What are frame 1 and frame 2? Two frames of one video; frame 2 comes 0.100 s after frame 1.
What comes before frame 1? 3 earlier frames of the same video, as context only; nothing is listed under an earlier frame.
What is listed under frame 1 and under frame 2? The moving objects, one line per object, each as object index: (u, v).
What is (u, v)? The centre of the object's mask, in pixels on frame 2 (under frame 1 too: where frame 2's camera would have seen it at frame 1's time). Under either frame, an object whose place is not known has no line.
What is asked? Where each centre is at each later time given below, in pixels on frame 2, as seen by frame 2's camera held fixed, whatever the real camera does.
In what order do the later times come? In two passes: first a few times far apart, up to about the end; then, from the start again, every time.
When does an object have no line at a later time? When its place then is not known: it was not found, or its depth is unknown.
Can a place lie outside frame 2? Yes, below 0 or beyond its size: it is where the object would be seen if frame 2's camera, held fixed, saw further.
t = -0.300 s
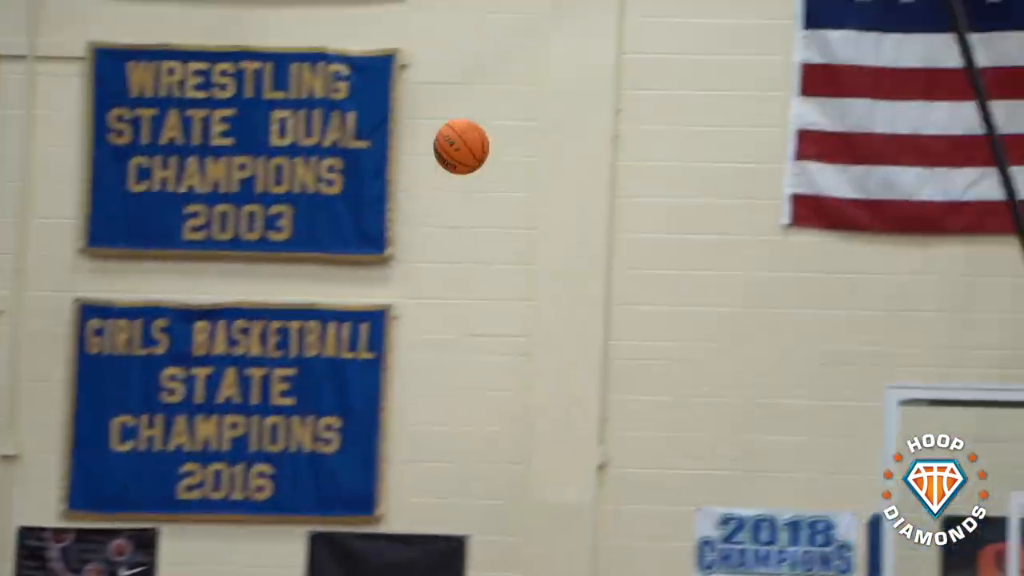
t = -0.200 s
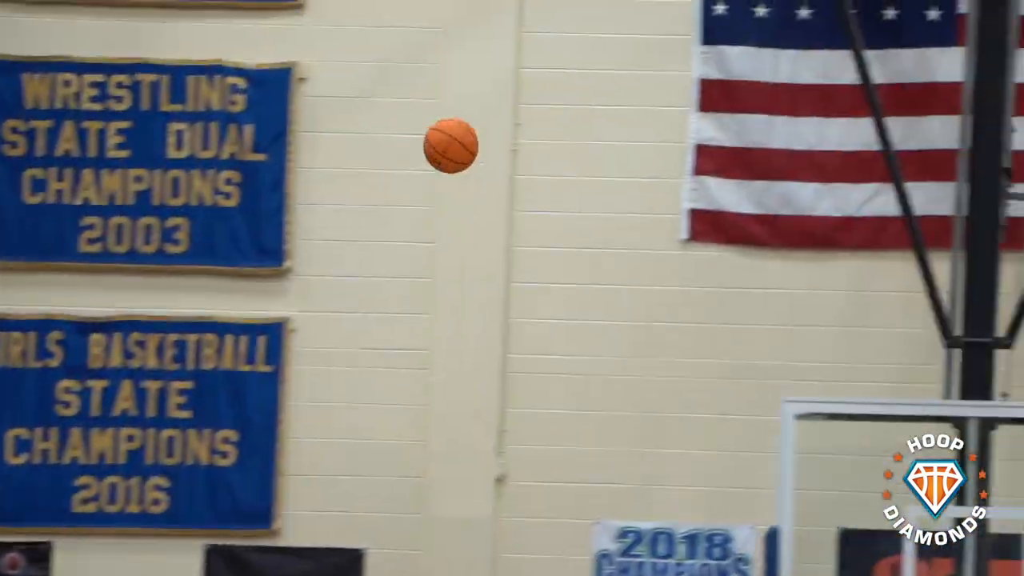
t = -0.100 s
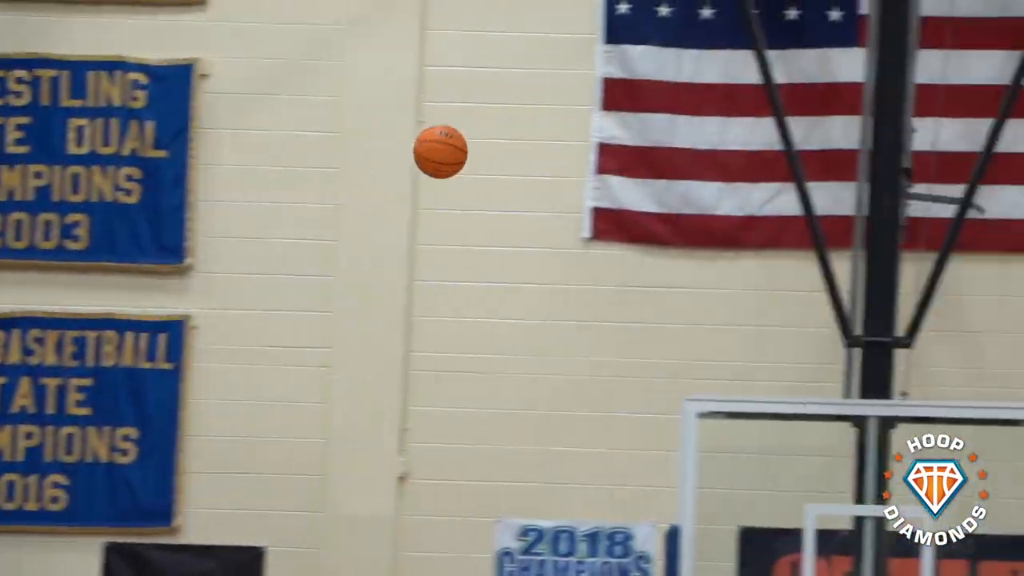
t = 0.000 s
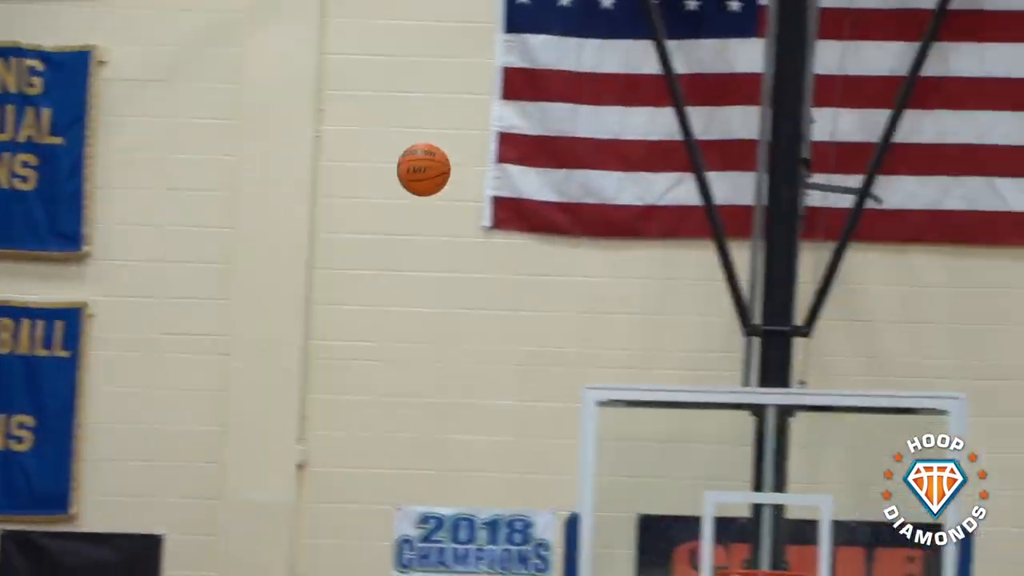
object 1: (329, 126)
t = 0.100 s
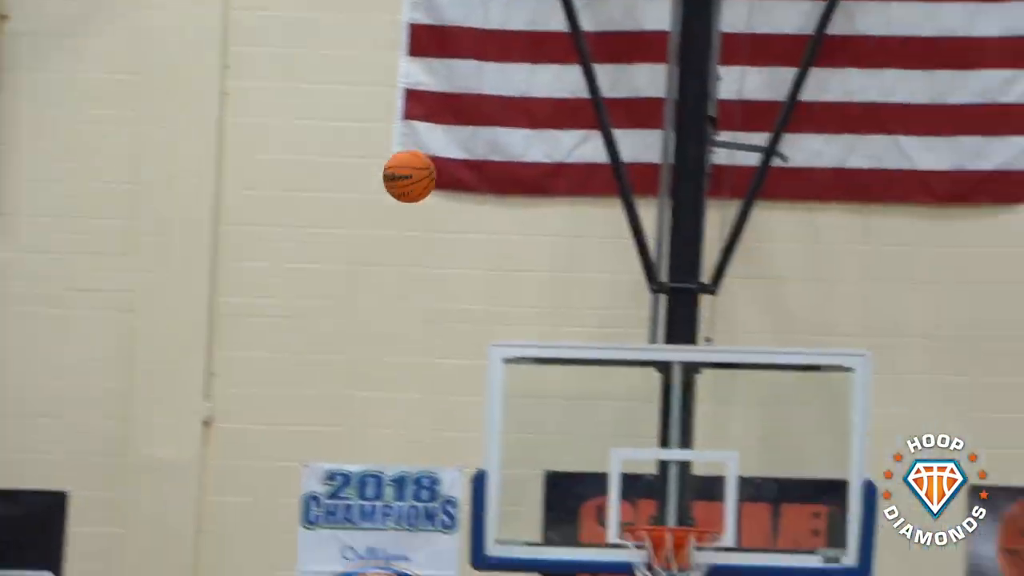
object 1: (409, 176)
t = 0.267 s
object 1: (531, 302)
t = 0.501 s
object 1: (686, 557)
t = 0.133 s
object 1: (434, 198)
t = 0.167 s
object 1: (460, 221)
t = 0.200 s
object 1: (484, 246)
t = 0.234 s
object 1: (508, 274)
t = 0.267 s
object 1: (531, 302)
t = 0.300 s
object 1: (555, 333)
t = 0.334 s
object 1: (578, 365)
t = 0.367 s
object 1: (600, 400)
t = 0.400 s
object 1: (622, 436)
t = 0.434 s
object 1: (645, 475)
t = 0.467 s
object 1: (666, 510)
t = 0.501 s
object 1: (686, 557)
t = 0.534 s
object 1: (703, 583)
